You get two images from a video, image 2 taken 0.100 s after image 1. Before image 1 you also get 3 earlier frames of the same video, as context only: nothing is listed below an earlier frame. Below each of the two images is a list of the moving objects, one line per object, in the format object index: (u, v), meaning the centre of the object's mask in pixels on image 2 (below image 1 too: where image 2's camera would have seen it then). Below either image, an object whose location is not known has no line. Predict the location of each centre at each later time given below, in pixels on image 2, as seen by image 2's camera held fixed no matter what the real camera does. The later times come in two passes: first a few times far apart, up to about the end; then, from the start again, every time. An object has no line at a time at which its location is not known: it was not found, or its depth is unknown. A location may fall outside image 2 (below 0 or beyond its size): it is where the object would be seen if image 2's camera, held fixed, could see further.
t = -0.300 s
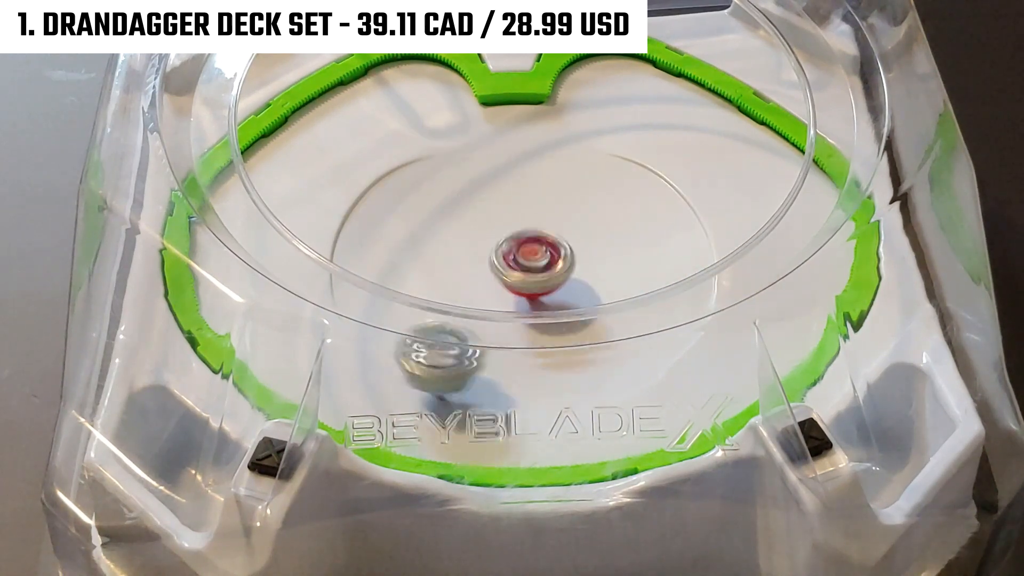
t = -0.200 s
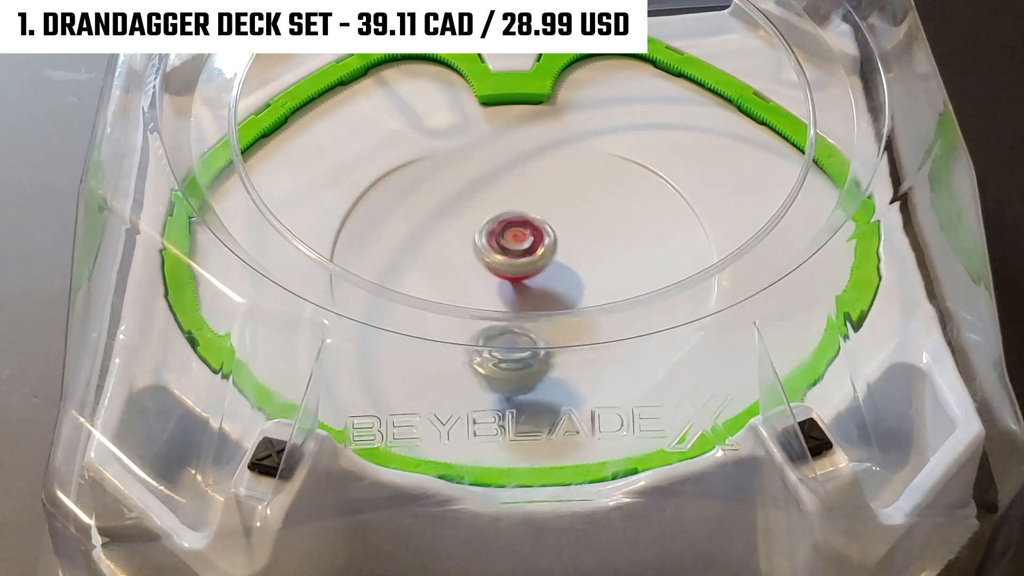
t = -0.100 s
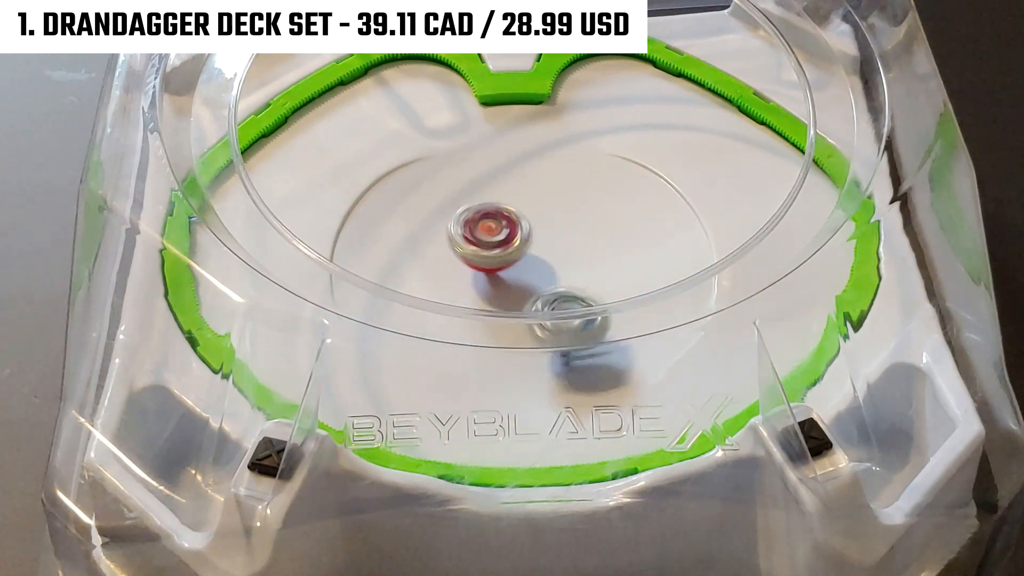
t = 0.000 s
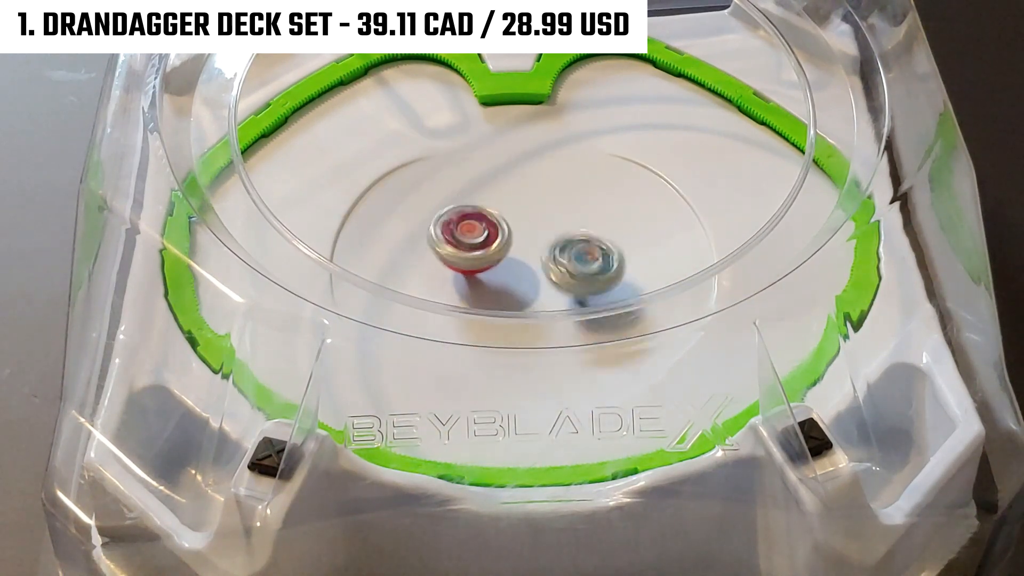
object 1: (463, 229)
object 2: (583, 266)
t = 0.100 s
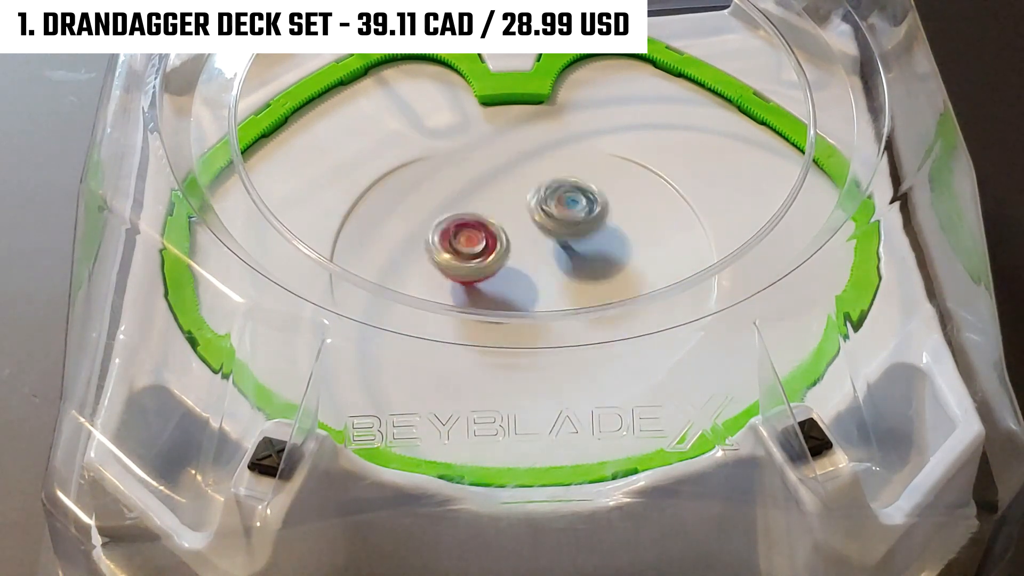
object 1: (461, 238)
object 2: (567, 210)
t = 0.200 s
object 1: (475, 250)
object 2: (534, 166)
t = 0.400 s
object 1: (528, 238)
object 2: (432, 136)
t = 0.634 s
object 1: (522, 200)
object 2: (439, 249)
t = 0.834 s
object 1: (496, 223)
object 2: (579, 286)
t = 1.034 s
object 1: (532, 258)
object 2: (685, 249)
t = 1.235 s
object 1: (544, 248)
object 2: (619, 184)
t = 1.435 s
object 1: (464, 275)
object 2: (516, 160)
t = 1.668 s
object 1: (423, 313)
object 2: (448, 239)
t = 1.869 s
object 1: (454, 354)
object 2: (512, 249)
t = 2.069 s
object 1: (517, 299)
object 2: (567, 216)
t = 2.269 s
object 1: (551, 265)
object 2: (546, 194)
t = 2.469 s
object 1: (583, 233)
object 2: (495, 194)
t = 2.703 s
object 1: (572, 200)
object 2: (520, 267)
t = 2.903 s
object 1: (508, 220)
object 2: (595, 272)
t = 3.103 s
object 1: (471, 262)
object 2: (581, 237)
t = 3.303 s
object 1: (480, 291)
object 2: (498, 237)
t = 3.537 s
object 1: (493, 350)
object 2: (461, 190)
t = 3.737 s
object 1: (520, 300)
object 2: (471, 216)
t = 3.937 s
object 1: (521, 296)
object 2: (553, 208)
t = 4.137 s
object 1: (518, 304)
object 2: (593, 214)
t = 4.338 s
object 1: (516, 278)
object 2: (586, 242)
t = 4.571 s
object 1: (449, 267)
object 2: (628, 225)
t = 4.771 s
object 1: (469, 275)
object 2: (575, 230)
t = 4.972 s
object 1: (507, 298)
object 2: (524, 224)
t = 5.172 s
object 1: (505, 277)
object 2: (522, 208)
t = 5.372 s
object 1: (506, 276)
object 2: (571, 216)
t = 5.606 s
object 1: (508, 290)
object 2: (596, 251)
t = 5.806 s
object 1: (484, 241)
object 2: (596, 277)
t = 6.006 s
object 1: (504, 215)
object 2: (555, 284)
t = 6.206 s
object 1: (547, 214)
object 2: (545, 275)
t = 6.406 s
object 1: (598, 226)
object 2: (532, 276)
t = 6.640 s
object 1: (536, 213)
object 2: (507, 269)
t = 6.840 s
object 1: (528, 188)
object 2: (489, 247)
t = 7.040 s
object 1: (530, 189)
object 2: (500, 252)
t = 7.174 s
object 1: (539, 193)
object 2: (492, 247)
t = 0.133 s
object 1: (463, 245)
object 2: (558, 194)
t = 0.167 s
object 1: (467, 248)
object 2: (546, 178)
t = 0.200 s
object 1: (475, 250)
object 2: (534, 166)
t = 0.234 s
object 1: (483, 249)
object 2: (519, 155)
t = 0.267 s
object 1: (490, 253)
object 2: (503, 146)
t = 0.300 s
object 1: (501, 252)
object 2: (486, 137)
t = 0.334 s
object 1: (511, 246)
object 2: (468, 133)
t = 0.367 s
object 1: (521, 245)
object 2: (450, 133)
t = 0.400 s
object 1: (528, 238)
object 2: (432, 136)
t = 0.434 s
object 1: (533, 231)
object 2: (418, 145)
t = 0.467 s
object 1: (536, 222)
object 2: (408, 157)
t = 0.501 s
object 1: (537, 217)
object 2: (403, 174)
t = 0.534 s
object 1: (535, 209)
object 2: (404, 193)
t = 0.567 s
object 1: (531, 207)
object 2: (410, 213)
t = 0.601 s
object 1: (527, 204)
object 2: (422, 232)
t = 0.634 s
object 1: (522, 200)
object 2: (439, 249)
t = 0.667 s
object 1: (516, 200)
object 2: (461, 265)
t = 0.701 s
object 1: (510, 202)
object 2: (482, 275)
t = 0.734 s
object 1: (505, 206)
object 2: (508, 282)
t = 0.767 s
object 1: (502, 214)
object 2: (531, 285)
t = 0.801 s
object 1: (498, 215)
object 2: (555, 287)
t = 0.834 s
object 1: (496, 223)
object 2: (579, 286)
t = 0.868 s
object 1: (498, 231)
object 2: (602, 283)
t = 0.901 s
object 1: (502, 238)
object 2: (621, 280)
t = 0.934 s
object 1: (507, 244)
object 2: (644, 282)
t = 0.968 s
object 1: (514, 251)
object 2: (658, 267)
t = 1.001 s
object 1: (523, 256)
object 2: (676, 263)
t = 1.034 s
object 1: (532, 258)
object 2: (685, 249)
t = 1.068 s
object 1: (548, 258)
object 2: (689, 228)
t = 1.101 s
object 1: (555, 256)
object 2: (682, 218)
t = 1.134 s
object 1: (562, 256)
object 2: (668, 210)
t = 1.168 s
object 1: (562, 252)
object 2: (650, 201)
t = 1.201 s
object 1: (562, 243)
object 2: (626, 197)
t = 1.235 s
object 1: (544, 248)
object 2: (619, 184)
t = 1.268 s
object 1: (524, 254)
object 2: (610, 172)
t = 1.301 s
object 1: (509, 259)
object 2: (595, 162)
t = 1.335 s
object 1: (498, 264)
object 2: (578, 156)
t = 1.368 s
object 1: (486, 273)
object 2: (559, 153)
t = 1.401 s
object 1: (473, 272)
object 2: (538, 155)
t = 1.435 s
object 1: (464, 275)
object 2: (516, 160)
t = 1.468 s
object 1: (455, 278)
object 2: (498, 169)
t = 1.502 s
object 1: (447, 281)
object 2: (482, 181)
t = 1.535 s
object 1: (441, 283)
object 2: (467, 195)
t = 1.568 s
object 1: (437, 284)
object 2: (455, 211)
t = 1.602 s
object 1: (432, 294)
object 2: (447, 227)
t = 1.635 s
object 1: (431, 289)
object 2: (443, 239)
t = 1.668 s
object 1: (423, 313)
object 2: (448, 239)
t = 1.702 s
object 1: (426, 333)
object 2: (455, 241)
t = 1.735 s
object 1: (425, 343)
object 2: (464, 244)
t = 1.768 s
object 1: (430, 336)
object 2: (475, 248)
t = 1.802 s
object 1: (436, 354)
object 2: (486, 250)
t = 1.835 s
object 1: (447, 355)
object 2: (499, 250)
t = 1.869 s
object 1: (454, 354)
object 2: (512, 249)
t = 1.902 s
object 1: (467, 340)
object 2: (525, 246)
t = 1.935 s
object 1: (478, 348)
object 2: (537, 242)
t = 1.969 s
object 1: (487, 344)
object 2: (548, 237)
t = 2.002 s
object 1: (500, 344)
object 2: (557, 230)
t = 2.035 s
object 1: (513, 311)
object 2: (563, 223)
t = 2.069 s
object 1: (517, 299)
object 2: (567, 216)
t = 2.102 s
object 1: (523, 294)
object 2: (567, 210)
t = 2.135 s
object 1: (530, 287)
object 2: (566, 206)
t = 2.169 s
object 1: (535, 281)
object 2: (562, 203)
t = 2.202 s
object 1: (542, 275)
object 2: (558, 201)
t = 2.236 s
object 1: (547, 266)
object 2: (552, 200)
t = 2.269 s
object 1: (551, 265)
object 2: (546, 194)
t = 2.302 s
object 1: (552, 259)
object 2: (538, 188)
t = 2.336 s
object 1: (555, 254)
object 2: (531, 185)
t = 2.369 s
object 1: (561, 249)
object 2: (522, 182)
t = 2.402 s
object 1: (568, 244)
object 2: (511, 182)
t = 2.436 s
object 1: (575, 238)
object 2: (502, 187)
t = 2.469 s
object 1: (583, 233)
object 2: (495, 194)
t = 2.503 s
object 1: (586, 227)
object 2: (489, 204)
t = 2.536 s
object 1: (590, 221)
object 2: (488, 215)
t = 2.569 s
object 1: (592, 214)
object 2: (489, 225)
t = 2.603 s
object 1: (591, 210)
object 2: (493, 237)
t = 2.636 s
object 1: (588, 203)
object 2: (500, 248)
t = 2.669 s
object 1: (580, 200)
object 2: (509, 257)
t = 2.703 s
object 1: (572, 200)
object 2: (520, 267)
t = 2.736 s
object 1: (562, 200)
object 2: (533, 272)
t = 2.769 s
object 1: (550, 205)
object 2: (547, 277)
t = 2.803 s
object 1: (540, 203)
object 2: (560, 278)
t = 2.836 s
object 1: (527, 208)
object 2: (572, 278)
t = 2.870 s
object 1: (518, 214)
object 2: (584, 276)
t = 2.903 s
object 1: (508, 220)
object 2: (595, 272)
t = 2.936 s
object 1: (499, 227)
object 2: (601, 267)
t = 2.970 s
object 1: (493, 234)
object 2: (603, 261)
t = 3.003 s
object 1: (484, 242)
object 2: (603, 254)
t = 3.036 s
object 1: (479, 249)
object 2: (598, 248)
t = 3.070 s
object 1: (474, 255)
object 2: (591, 242)
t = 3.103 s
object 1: (471, 262)
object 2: (581, 237)
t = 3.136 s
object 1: (469, 268)
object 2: (568, 234)
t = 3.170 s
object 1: (467, 275)
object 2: (554, 232)
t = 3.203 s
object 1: (469, 280)
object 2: (540, 232)
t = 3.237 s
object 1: (470, 284)
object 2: (526, 233)
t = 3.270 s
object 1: (475, 288)
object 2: (512, 235)
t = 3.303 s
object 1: (480, 291)
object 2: (498, 237)
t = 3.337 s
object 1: (476, 307)
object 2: (493, 227)
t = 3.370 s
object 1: (478, 335)
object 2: (489, 216)
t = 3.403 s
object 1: (481, 342)
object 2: (484, 209)
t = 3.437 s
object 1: (485, 343)
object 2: (478, 201)
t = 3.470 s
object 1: (487, 346)
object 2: (472, 195)
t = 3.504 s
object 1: (490, 335)
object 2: (466, 191)
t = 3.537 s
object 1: (493, 350)
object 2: (461, 190)
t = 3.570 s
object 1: (500, 350)
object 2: (458, 190)
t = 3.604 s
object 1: (505, 346)
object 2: (456, 192)
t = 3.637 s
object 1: (510, 343)
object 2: (455, 196)
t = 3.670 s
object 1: (515, 342)
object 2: (457, 201)
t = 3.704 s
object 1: (518, 311)
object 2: (462, 208)
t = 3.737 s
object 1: (520, 300)
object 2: (471, 216)
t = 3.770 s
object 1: (521, 295)
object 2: (483, 223)
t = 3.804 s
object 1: (526, 290)
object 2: (495, 229)
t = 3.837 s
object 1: (528, 284)
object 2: (506, 229)
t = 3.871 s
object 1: (528, 289)
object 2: (526, 225)
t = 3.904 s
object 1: (526, 292)
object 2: (542, 215)
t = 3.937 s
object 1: (521, 296)
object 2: (553, 208)
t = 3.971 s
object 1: (519, 296)
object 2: (562, 206)
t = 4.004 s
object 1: (518, 296)
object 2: (571, 206)
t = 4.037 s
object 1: (521, 304)
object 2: (579, 208)
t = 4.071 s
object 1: (520, 305)
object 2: (586, 210)
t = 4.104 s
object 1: (520, 303)
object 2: (591, 212)
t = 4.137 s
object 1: (518, 304)
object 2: (593, 214)
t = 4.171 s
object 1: (519, 296)
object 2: (596, 218)
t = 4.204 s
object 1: (518, 305)
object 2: (596, 221)
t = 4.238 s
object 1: (518, 293)
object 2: (595, 226)
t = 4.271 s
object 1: (517, 290)
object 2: (593, 231)
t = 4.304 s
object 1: (515, 283)
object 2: (589, 236)
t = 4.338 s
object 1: (516, 278)
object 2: (586, 242)
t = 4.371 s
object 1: (489, 279)
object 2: (600, 239)
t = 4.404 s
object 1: (470, 277)
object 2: (610, 236)
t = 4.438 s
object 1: (455, 276)
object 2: (617, 234)
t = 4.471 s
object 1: (446, 276)
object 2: (624, 232)
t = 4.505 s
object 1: (445, 273)
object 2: (629, 229)
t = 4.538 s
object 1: (445, 271)
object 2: (630, 226)
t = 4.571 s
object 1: (449, 267)
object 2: (628, 225)
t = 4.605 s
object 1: (455, 267)
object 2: (623, 224)
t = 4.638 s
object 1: (458, 269)
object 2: (616, 224)
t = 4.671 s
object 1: (462, 272)
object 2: (606, 225)
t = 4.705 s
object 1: (465, 273)
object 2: (596, 227)
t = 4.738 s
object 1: (468, 274)
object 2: (586, 229)
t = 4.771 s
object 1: (469, 275)
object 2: (575, 230)
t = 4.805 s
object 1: (475, 274)
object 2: (562, 232)
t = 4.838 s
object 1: (478, 280)
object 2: (551, 232)
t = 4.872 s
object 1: (479, 279)
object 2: (541, 232)
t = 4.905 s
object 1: (481, 280)
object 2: (533, 230)
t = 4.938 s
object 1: (493, 285)
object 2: (528, 227)
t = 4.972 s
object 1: (507, 298)
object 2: (524, 224)
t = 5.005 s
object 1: (494, 291)
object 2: (521, 223)
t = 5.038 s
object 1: (491, 290)
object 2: (522, 219)
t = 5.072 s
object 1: (497, 297)
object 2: (522, 217)
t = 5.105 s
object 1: (494, 286)
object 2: (522, 213)
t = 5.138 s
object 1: (504, 280)
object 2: (521, 212)
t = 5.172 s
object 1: (505, 277)
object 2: (522, 208)
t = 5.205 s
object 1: (507, 276)
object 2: (527, 206)
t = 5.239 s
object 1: (510, 274)
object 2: (534, 207)
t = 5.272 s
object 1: (512, 273)
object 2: (543, 209)
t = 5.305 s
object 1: (514, 274)
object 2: (553, 211)
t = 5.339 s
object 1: (508, 275)
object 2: (562, 213)
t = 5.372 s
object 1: (506, 276)
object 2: (571, 216)
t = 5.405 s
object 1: (503, 278)
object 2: (580, 219)
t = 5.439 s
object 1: (506, 281)
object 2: (585, 222)
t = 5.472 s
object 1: (509, 280)
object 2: (589, 226)
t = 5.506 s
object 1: (506, 280)
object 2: (593, 231)
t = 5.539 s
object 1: (511, 293)
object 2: (595, 237)
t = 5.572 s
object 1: (511, 282)
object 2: (596, 244)
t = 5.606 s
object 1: (508, 290)
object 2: (596, 251)
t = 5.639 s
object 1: (505, 285)
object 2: (594, 256)
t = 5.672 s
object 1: (501, 273)
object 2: (596, 261)
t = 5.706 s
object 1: (488, 278)
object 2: (599, 265)
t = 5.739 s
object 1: (483, 265)
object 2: (599, 270)
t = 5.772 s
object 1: (475, 255)
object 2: (598, 275)
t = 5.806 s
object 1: (484, 241)
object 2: (596, 277)
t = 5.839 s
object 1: (481, 238)
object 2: (592, 280)
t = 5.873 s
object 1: (483, 225)
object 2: (587, 282)
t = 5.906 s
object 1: (484, 218)
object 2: (582, 284)
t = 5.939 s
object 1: (496, 218)
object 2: (573, 283)
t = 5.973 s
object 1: (492, 214)
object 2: (563, 285)
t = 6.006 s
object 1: (504, 215)
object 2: (555, 284)
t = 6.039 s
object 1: (505, 211)
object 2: (547, 283)
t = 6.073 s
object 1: (511, 207)
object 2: (542, 282)
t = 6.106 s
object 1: (520, 210)
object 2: (538, 281)
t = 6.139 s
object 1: (526, 210)
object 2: (540, 279)
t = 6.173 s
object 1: (536, 210)
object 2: (541, 278)
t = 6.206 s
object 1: (547, 214)
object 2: (545, 275)
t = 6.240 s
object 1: (561, 217)
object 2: (538, 272)
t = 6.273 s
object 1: (576, 224)
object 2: (537, 273)
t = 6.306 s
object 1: (586, 223)
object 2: (535, 275)
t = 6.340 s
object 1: (594, 226)
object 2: (533, 275)
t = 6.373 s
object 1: (598, 226)
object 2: (533, 278)
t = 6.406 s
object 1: (598, 226)
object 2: (532, 276)
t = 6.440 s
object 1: (593, 226)
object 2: (532, 276)
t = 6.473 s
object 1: (583, 229)
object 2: (531, 277)
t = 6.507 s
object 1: (575, 226)
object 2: (528, 281)
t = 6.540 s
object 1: (565, 223)
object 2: (518, 278)
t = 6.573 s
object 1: (557, 218)
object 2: (515, 275)
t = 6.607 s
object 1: (545, 217)
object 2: (509, 272)
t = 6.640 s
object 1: (536, 213)
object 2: (507, 269)
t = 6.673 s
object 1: (531, 205)
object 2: (503, 258)
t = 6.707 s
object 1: (529, 198)
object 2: (500, 251)
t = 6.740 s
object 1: (528, 193)
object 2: (499, 249)
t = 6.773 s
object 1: (527, 191)
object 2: (496, 248)
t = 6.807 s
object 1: (528, 189)
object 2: (492, 248)
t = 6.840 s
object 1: (528, 188)
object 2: (489, 247)
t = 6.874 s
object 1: (528, 189)
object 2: (488, 246)
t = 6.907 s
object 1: (527, 188)
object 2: (489, 248)
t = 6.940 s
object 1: (527, 188)
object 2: (492, 250)
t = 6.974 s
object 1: (527, 188)
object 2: (495, 253)
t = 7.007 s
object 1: (528, 188)
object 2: (499, 252)
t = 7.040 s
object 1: (530, 189)
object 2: (500, 252)
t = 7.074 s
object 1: (531, 189)
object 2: (498, 251)
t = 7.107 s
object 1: (533, 190)
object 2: (496, 250)
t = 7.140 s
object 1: (536, 192)
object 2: (494, 249)
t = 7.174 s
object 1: (539, 193)
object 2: (492, 247)
